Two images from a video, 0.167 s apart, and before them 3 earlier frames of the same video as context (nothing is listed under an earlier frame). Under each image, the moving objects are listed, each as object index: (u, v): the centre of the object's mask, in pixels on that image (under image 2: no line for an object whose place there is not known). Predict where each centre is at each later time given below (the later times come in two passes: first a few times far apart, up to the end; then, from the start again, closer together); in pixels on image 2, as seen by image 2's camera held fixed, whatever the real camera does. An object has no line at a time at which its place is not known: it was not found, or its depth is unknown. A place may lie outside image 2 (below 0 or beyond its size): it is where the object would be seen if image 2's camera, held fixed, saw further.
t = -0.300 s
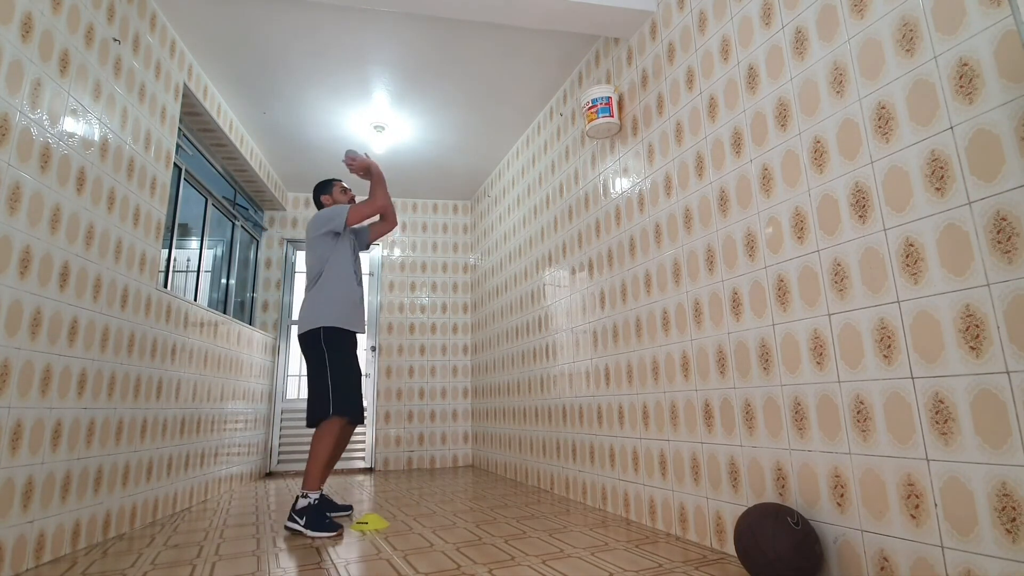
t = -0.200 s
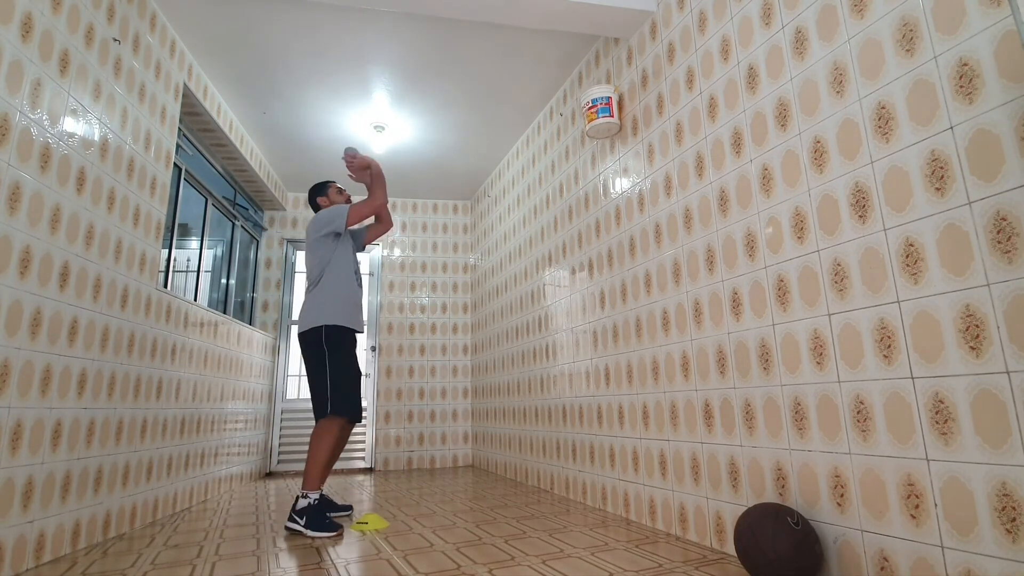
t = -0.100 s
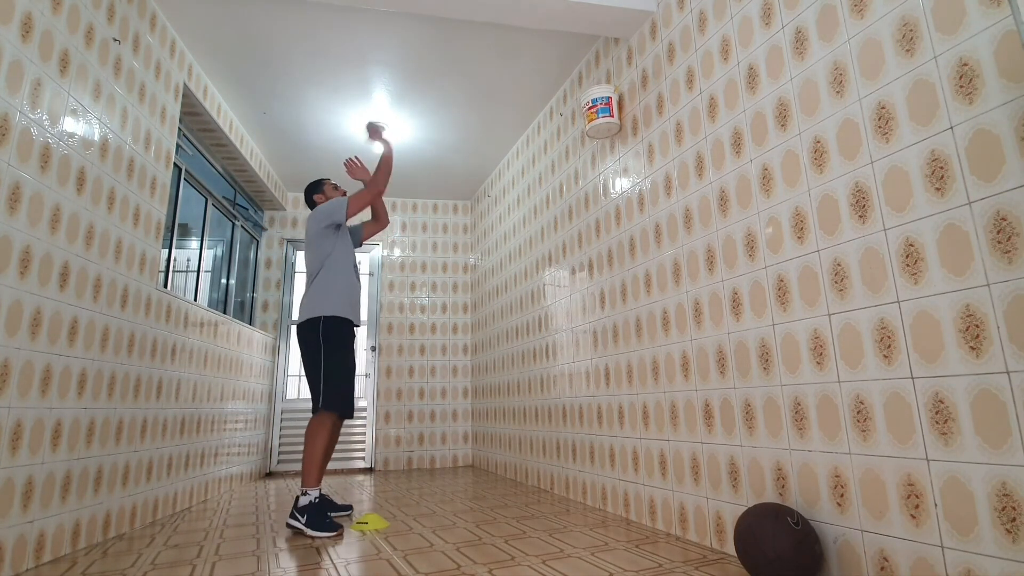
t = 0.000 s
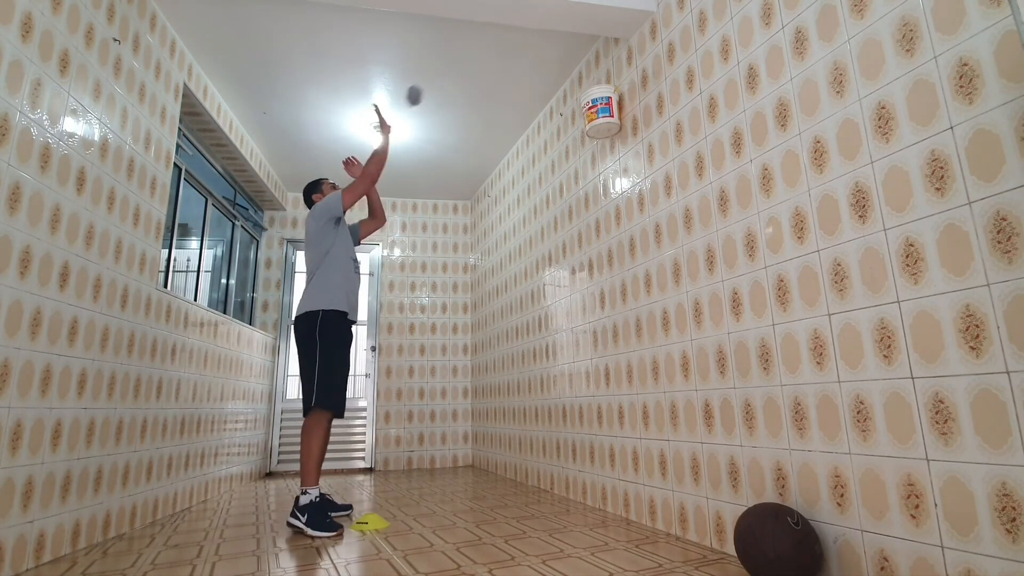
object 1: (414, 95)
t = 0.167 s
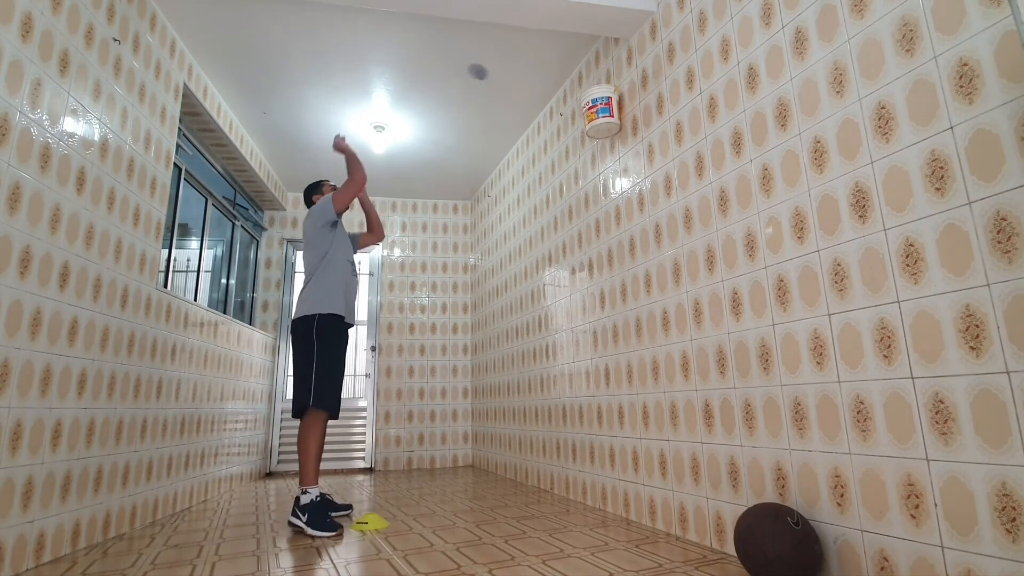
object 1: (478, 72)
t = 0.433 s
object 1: (578, 123)
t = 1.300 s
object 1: (589, 524)
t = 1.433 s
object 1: (585, 515)
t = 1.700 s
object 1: (573, 528)
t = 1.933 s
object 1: (574, 537)
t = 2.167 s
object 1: (568, 541)
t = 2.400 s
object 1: (564, 545)
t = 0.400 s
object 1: (571, 111)
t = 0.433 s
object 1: (578, 123)
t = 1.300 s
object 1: (589, 524)
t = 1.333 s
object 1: (589, 518)
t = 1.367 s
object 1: (587, 516)
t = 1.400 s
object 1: (586, 515)
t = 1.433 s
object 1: (585, 515)
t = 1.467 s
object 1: (583, 518)
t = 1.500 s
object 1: (582, 525)
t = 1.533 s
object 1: (579, 527)
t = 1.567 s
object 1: (577, 528)
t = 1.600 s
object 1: (575, 528)
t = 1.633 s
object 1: (575, 528)
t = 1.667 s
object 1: (574, 528)
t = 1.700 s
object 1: (573, 528)
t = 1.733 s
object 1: (572, 530)
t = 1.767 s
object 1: (572, 532)
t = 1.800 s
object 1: (573, 534)
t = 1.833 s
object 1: (574, 535)
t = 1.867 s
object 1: (575, 536)
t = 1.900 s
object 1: (575, 536)
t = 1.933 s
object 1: (574, 537)
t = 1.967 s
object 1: (573, 537)
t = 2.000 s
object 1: (571, 538)
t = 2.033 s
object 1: (570, 538)
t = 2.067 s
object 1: (569, 538)
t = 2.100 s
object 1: (569, 539)
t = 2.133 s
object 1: (569, 540)
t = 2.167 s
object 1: (568, 541)
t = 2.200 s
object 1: (568, 542)
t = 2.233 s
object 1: (568, 542)
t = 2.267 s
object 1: (567, 543)
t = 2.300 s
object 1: (566, 544)
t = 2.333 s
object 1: (565, 545)
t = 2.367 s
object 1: (564, 545)
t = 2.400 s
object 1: (564, 545)
